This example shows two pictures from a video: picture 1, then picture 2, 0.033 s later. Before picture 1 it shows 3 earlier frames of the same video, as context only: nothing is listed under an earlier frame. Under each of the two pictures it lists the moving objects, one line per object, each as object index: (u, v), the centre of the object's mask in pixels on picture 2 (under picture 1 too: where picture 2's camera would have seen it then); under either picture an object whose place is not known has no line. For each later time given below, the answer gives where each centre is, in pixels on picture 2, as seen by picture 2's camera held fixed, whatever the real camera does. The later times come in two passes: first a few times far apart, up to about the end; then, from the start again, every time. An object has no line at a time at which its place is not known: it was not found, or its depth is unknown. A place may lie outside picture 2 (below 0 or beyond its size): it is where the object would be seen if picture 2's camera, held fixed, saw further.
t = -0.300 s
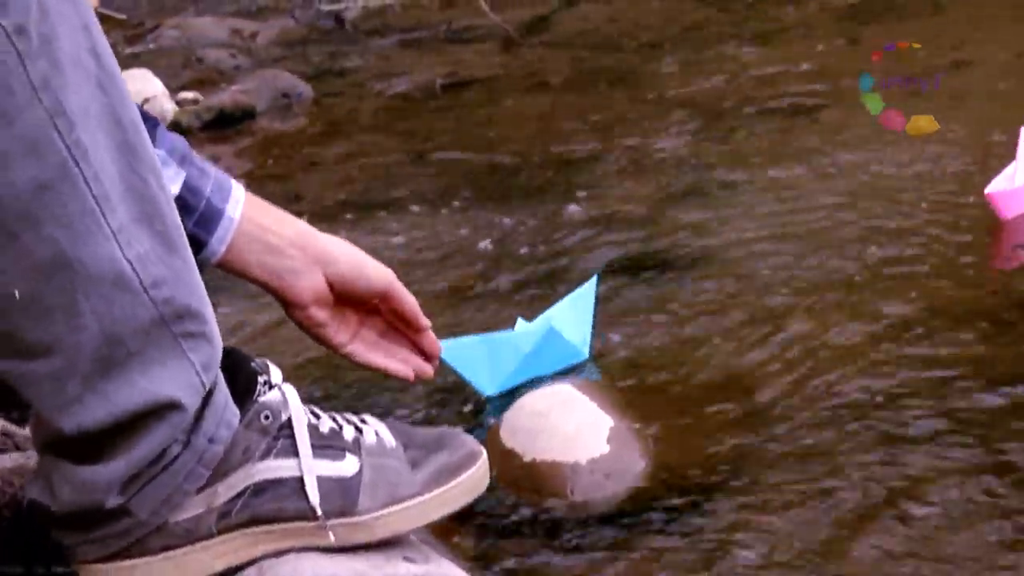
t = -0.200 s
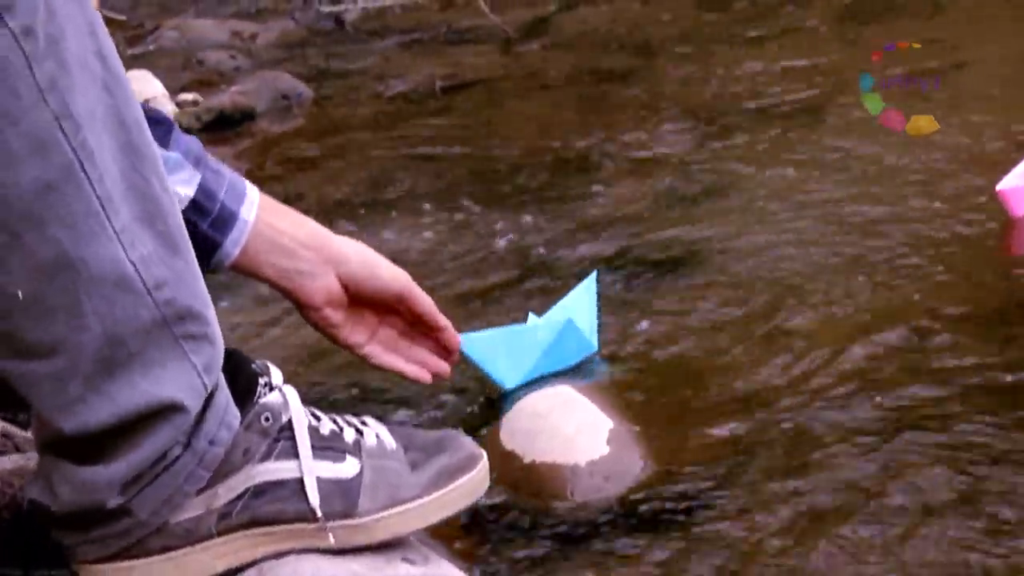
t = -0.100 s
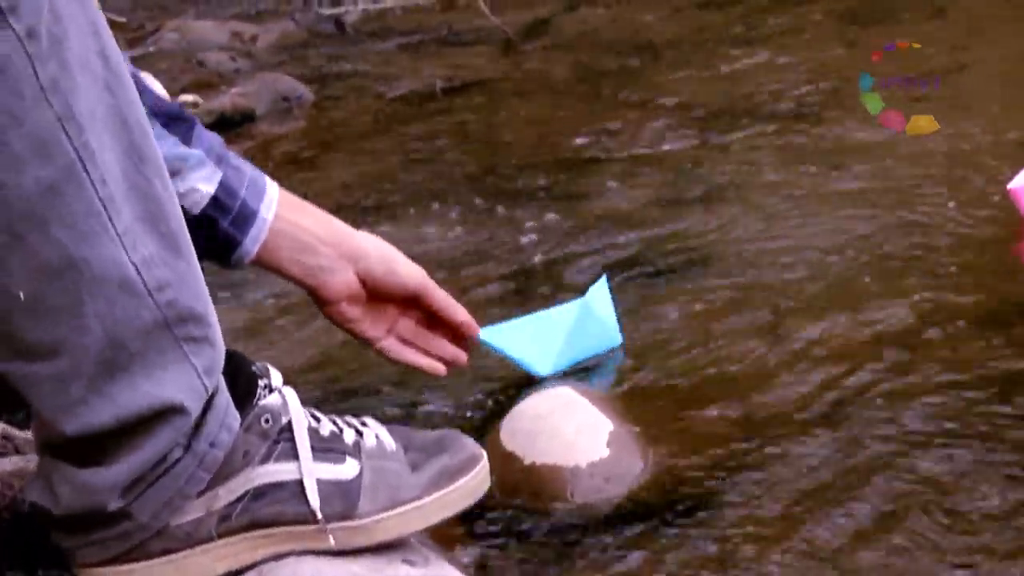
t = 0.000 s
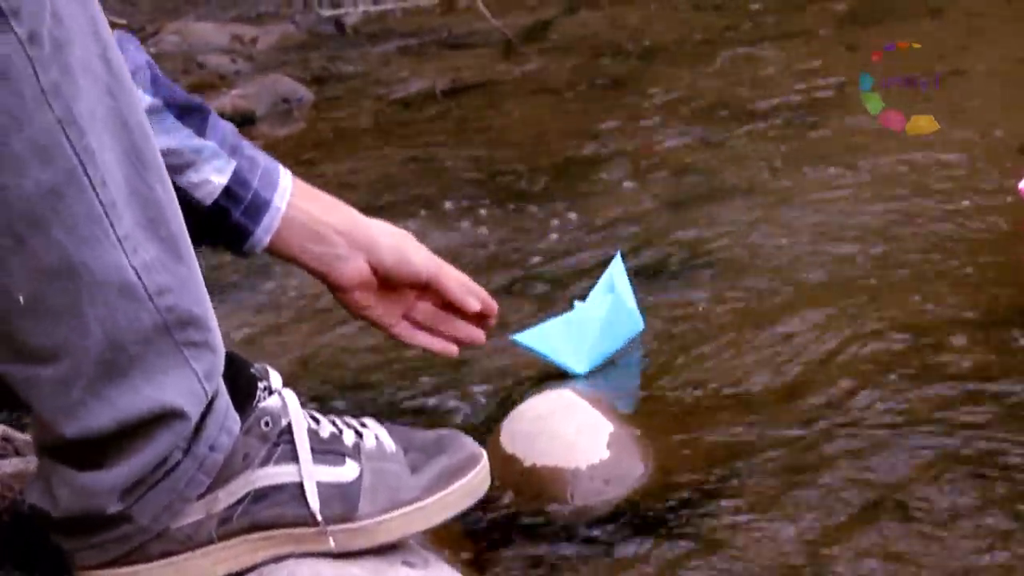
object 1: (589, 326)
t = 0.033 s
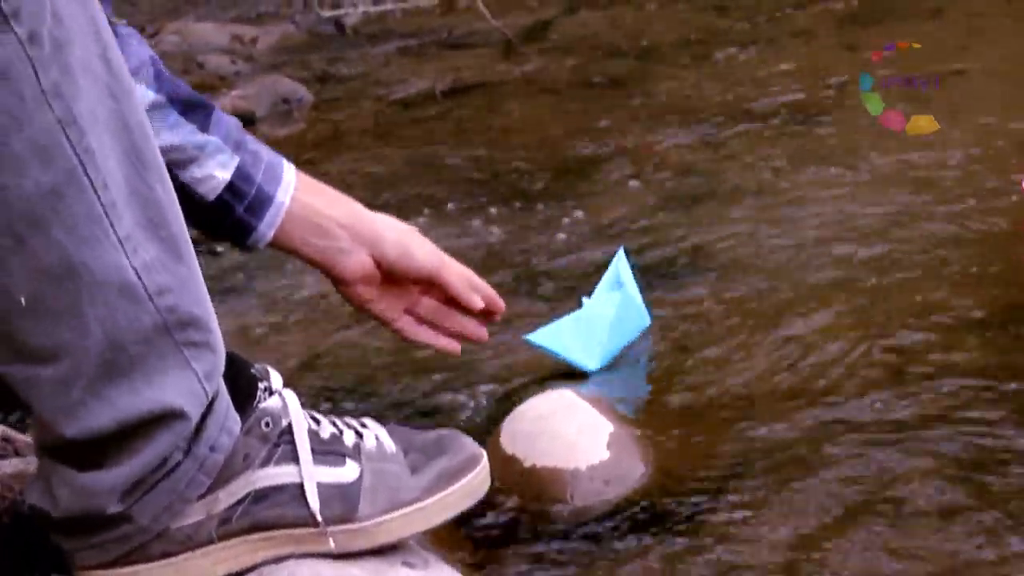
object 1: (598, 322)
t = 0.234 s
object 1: (647, 298)
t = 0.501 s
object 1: (700, 264)
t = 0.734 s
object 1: (725, 242)
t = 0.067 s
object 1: (606, 317)
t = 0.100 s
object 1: (614, 313)
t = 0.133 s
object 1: (622, 309)
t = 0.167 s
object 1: (631, 305)
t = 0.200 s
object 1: (639, 302)
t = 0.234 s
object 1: (647, 298)
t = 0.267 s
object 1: (656, 293)
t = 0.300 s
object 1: (663, 288)
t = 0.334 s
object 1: (671, 283)
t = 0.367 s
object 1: (677, 279)
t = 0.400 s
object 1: (684, 275)
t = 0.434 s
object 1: (689, 272)
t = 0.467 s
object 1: (695, 269)
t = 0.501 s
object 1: (700, 264)
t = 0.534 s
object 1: (704, 261)
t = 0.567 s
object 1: (708, 258)
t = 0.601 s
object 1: (712, 255)
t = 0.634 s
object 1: (715, 252)
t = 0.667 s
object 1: (719, 249)
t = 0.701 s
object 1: (722, 245)
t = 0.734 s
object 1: (725, 242)
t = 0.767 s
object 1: (728, 239)
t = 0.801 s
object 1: (731, 236)
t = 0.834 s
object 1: (734, 233)
